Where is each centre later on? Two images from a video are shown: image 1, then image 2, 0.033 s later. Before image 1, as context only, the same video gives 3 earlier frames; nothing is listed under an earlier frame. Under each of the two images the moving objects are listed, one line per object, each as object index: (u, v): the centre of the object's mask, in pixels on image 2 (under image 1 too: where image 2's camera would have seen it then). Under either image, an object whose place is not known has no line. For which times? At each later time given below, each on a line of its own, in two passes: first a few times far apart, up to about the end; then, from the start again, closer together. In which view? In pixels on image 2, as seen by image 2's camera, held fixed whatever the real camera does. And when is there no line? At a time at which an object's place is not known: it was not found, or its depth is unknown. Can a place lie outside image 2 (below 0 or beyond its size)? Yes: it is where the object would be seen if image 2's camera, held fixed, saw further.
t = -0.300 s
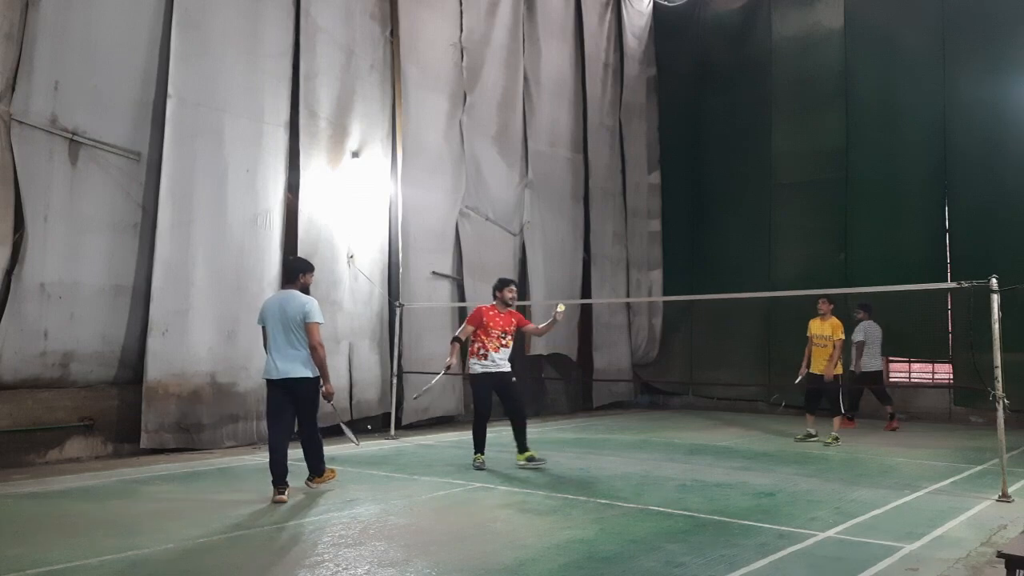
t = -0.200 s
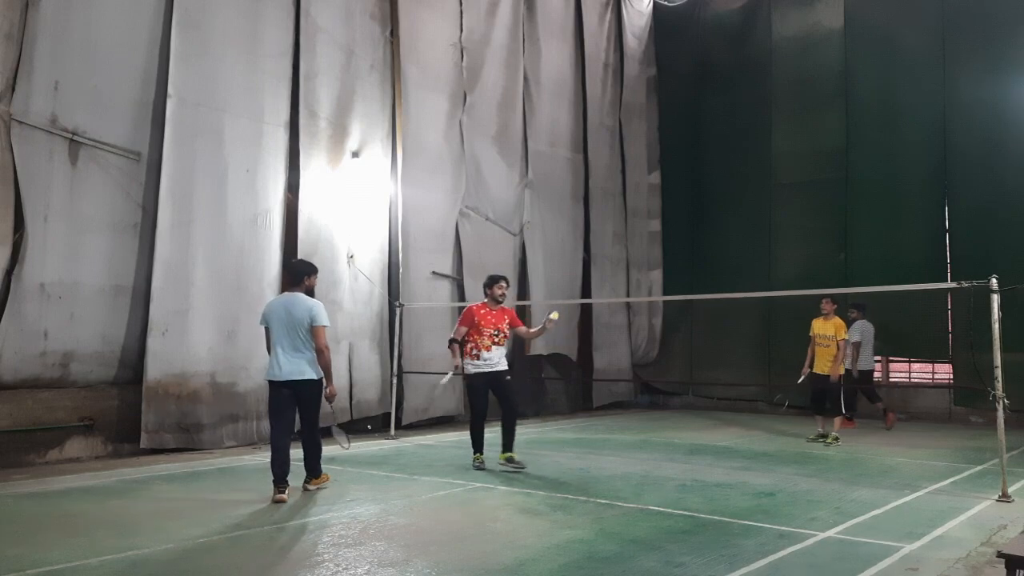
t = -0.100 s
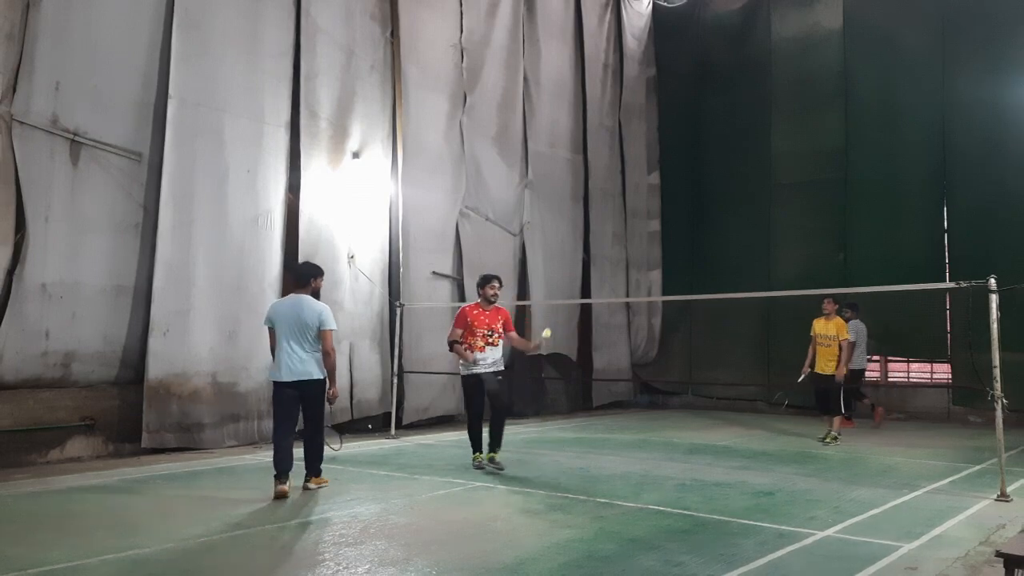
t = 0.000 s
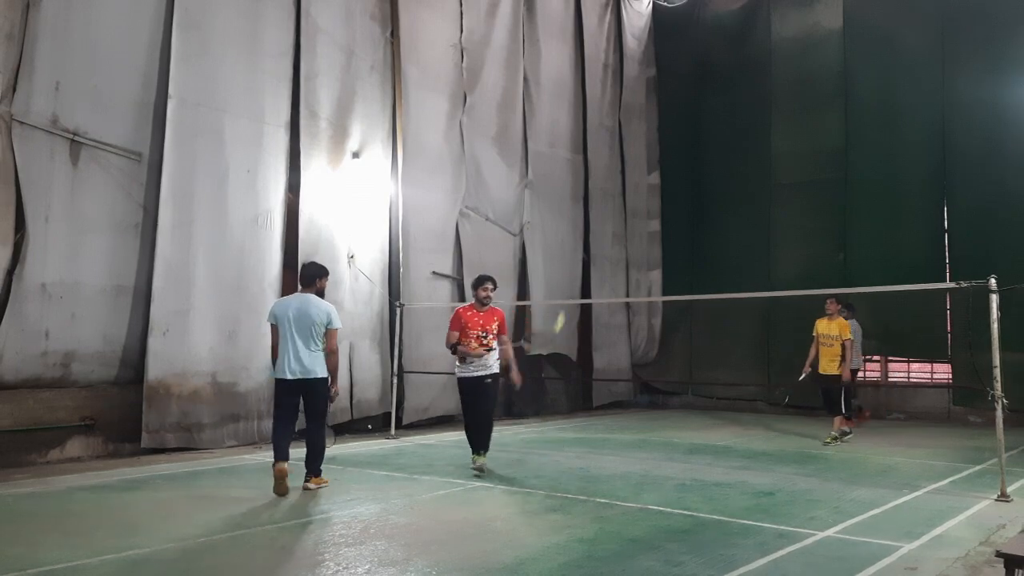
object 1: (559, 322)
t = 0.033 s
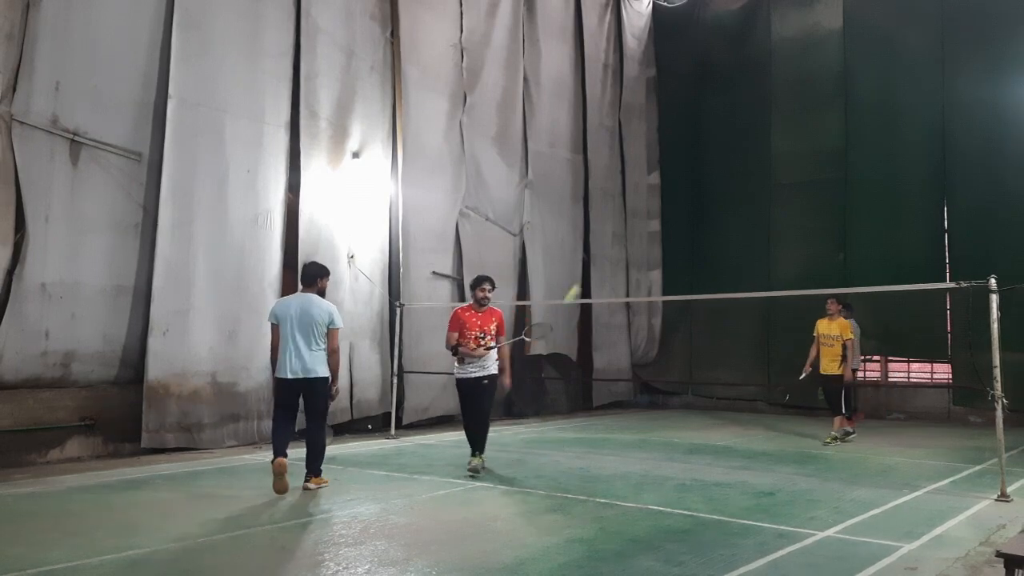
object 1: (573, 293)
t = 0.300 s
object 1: (662, 207)
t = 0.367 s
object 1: (677, 202)
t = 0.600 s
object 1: (715, 213)
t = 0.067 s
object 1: (589, 274)
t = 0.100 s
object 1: (604, 261)
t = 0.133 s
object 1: (617, 248)
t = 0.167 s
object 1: (627, 236)
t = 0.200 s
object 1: (636, 225)
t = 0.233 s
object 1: (645, 217)
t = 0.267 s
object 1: (654, 211)
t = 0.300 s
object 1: (662, 207)
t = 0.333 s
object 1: (670, 204)
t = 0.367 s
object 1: (677, 202)
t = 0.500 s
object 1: (700, 203)
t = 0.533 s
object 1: (705, 205)
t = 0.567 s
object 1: (710, 209)
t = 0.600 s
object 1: (715, 213)
